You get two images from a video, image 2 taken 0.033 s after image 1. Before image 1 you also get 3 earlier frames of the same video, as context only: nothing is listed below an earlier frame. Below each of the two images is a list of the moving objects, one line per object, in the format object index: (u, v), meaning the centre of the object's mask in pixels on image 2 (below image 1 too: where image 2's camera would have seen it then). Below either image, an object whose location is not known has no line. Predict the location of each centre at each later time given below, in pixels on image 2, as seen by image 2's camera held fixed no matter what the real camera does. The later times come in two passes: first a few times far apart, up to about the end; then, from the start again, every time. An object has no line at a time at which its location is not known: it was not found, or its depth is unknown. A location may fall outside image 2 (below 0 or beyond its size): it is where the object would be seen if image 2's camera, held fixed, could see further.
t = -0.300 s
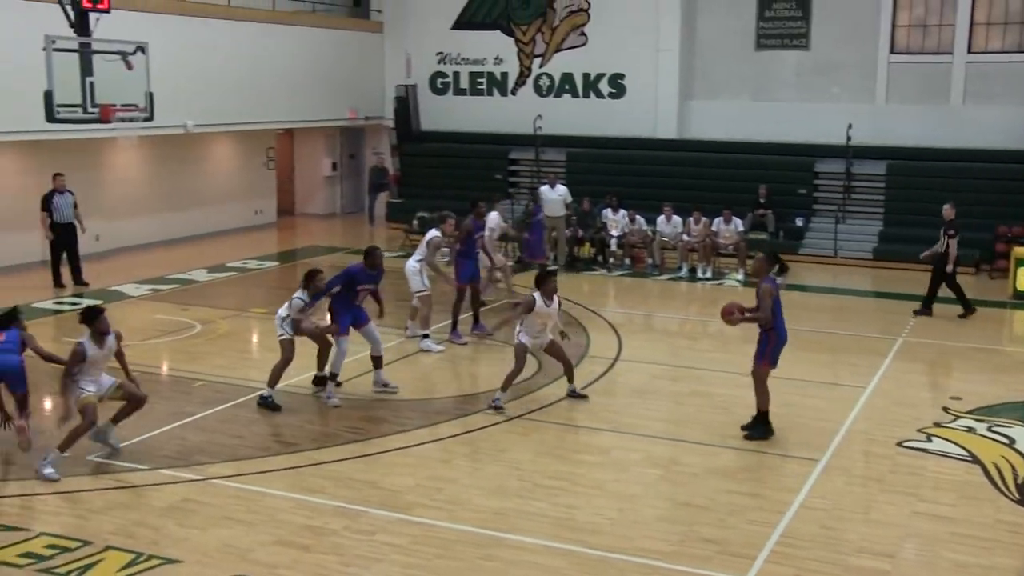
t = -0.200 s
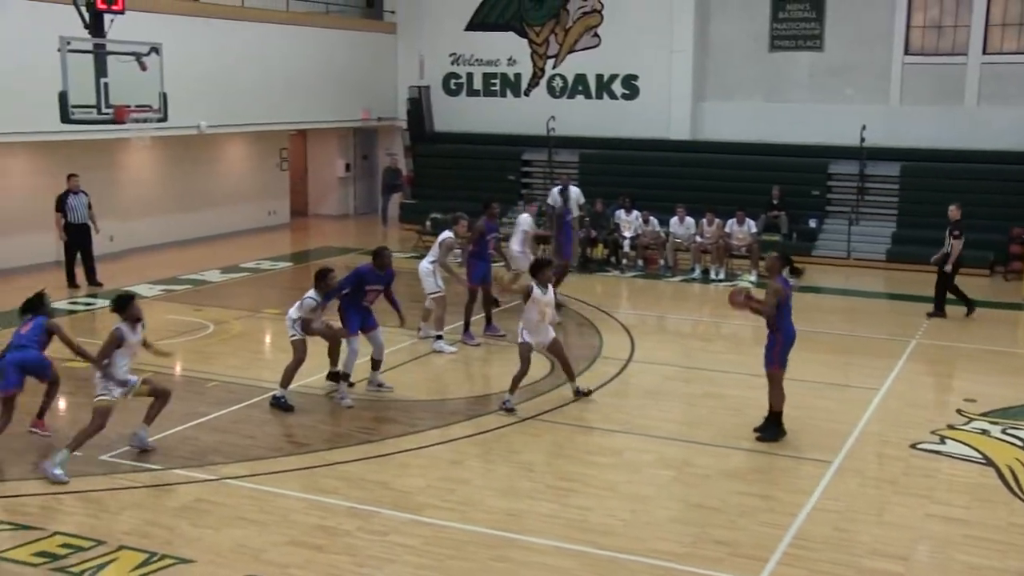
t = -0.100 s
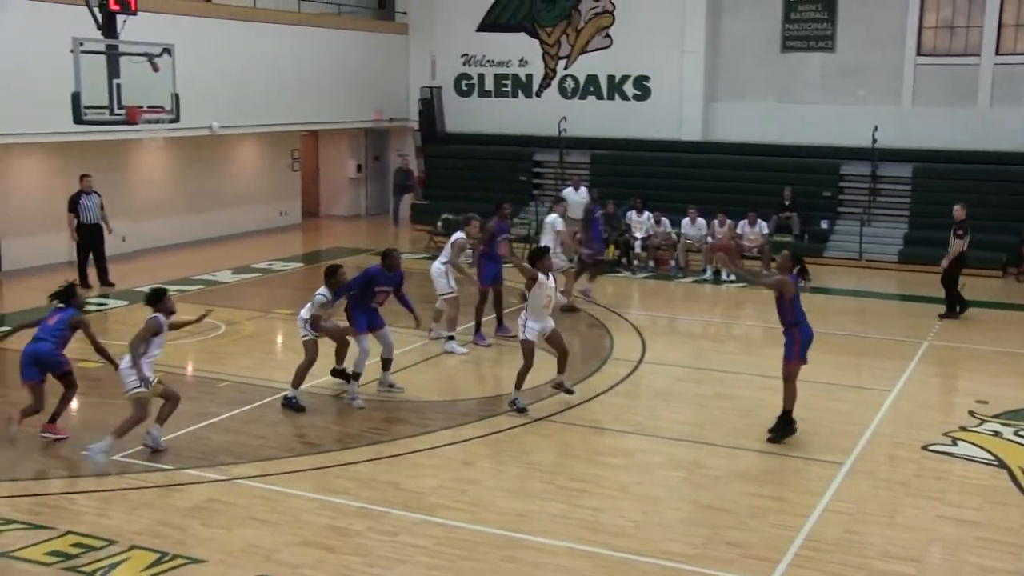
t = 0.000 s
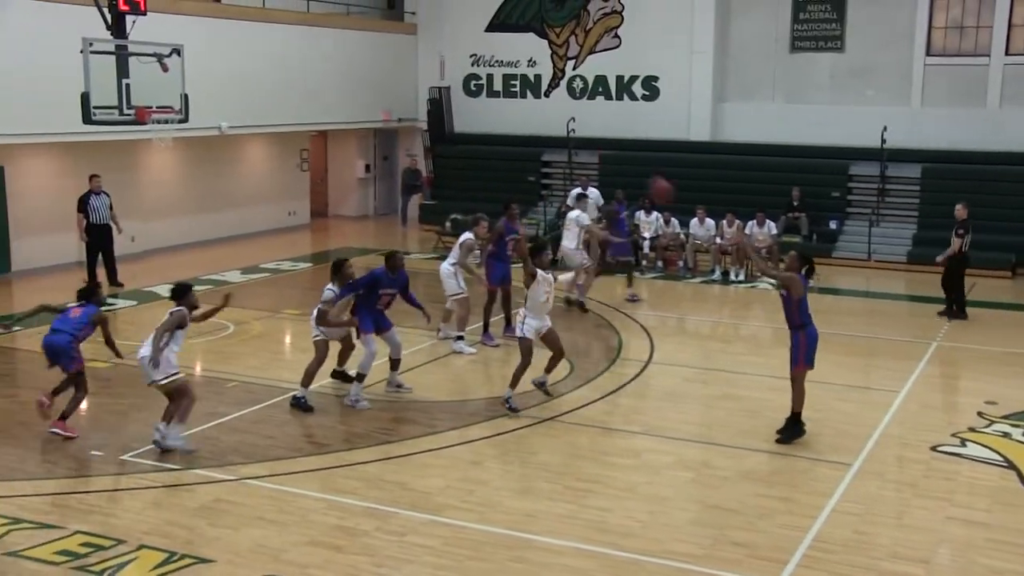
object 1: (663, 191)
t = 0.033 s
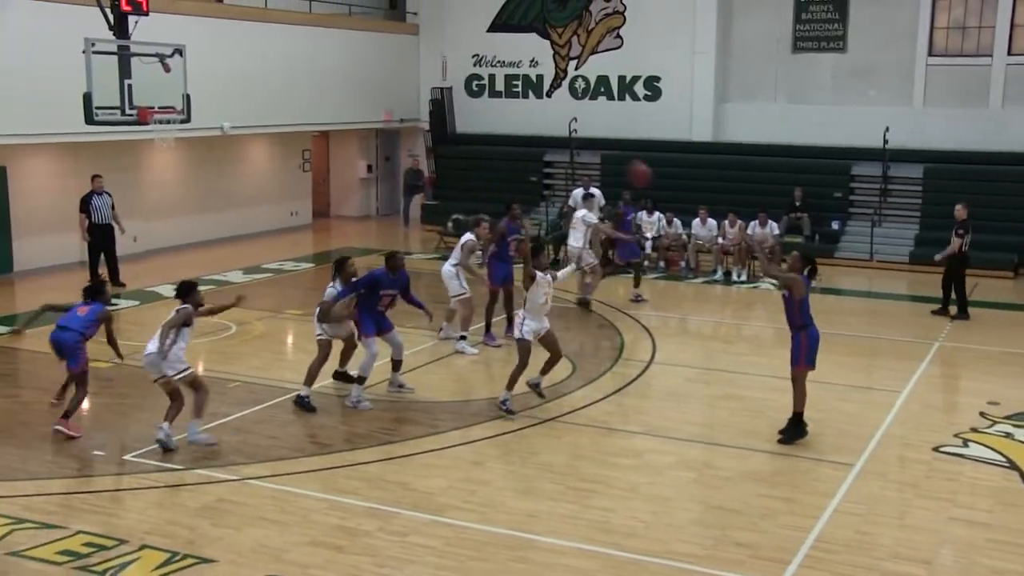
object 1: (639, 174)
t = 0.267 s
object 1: (491, 92)
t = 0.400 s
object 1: (406, 68)
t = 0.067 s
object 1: (616, 158)
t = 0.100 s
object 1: (597, 144)
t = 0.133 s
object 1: (573, 131)
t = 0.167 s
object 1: (552, 120)
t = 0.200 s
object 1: (531, 110)
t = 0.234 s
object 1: (510, 100)
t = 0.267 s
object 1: (491, 92)
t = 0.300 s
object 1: (470, 85)
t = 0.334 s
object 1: (449, 78)
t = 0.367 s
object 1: (428, 73)
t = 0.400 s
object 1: (406, 68)
